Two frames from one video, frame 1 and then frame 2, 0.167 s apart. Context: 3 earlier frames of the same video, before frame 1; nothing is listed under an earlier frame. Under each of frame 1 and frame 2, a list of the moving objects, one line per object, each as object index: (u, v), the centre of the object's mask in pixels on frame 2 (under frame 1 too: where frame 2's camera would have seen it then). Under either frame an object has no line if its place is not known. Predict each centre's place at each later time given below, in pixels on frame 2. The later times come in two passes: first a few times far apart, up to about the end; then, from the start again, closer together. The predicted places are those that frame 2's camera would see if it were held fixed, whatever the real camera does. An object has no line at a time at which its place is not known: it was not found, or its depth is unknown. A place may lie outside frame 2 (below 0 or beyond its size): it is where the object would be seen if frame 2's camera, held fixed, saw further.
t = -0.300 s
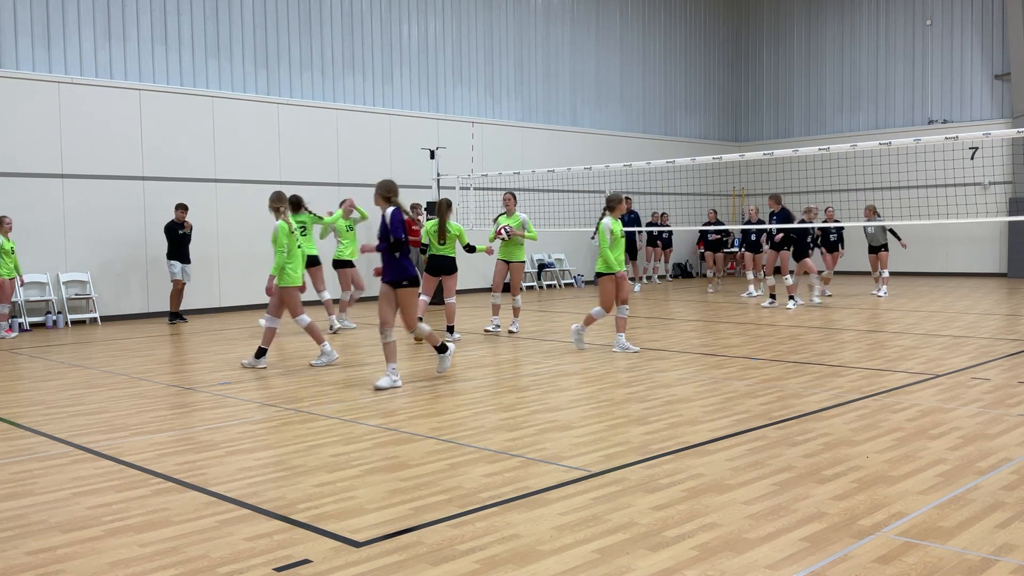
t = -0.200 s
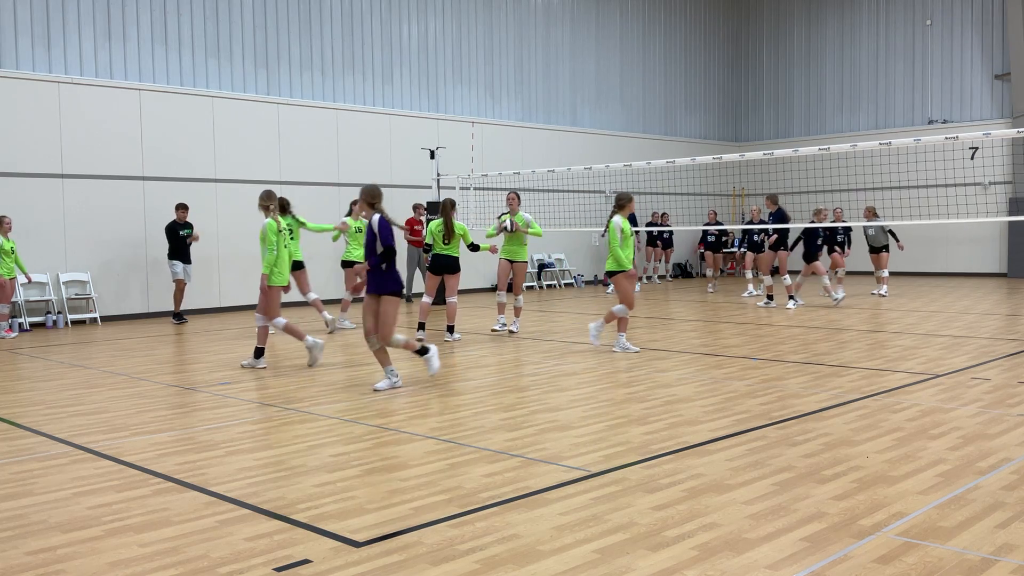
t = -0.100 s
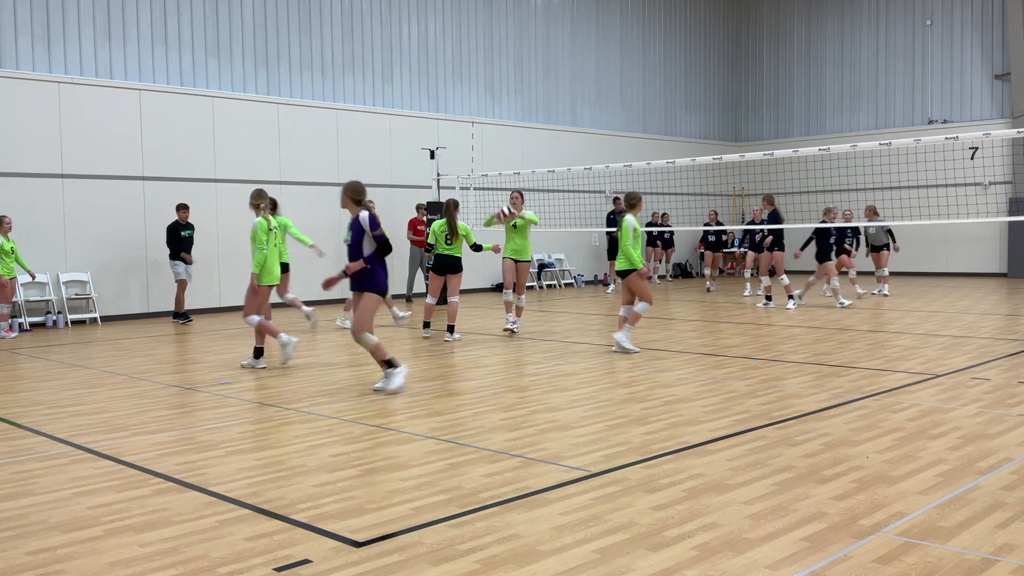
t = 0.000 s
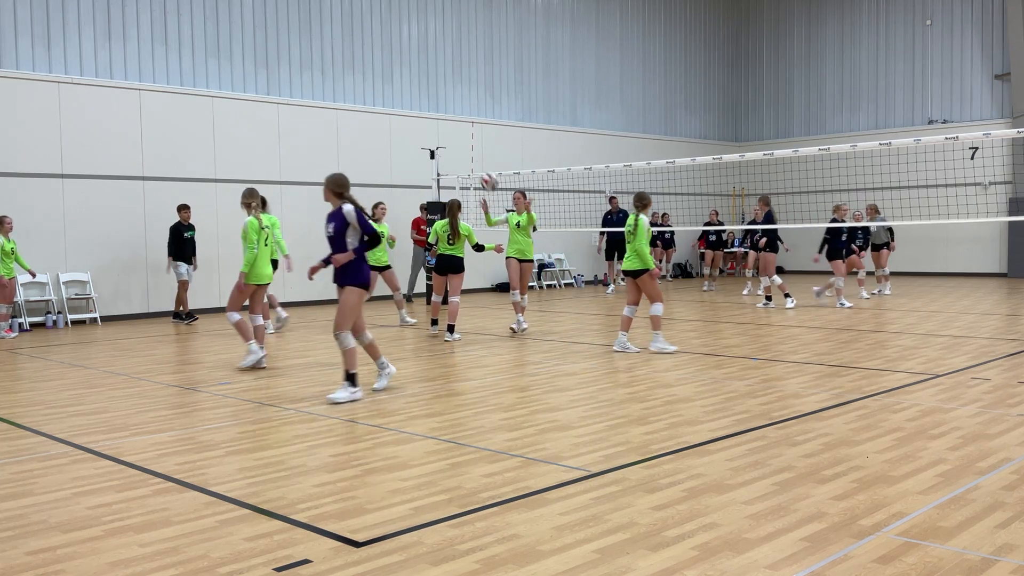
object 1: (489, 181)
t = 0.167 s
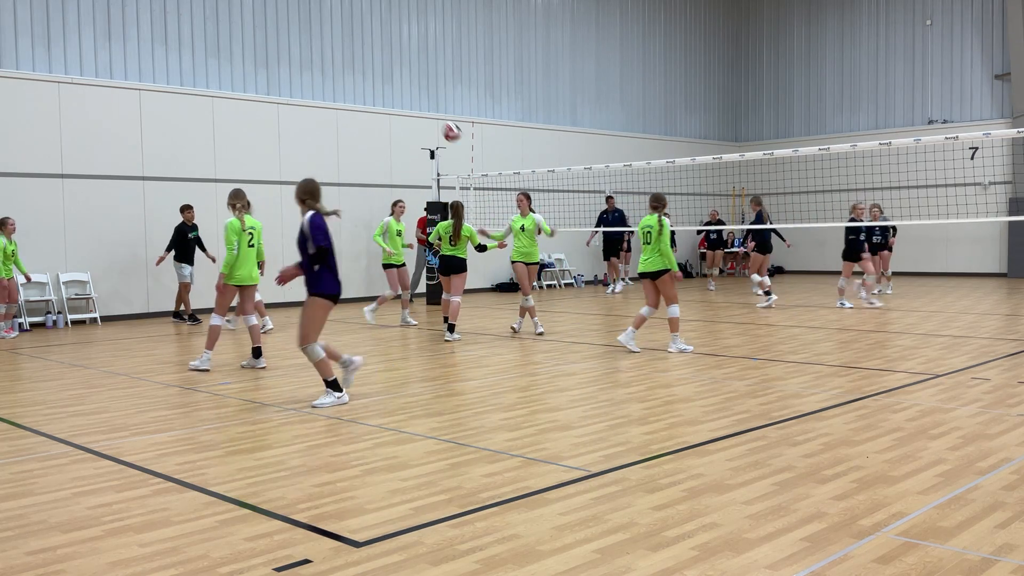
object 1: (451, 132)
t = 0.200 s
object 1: (443, 124)
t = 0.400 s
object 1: (393, 97)
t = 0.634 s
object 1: (326, 114)
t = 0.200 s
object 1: (443, 124)
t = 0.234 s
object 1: (435, 118)
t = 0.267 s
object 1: (427, 111)
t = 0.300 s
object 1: (418, 106)
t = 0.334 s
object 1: (410, 102)
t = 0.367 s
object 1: (402, 99)
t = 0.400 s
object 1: (393, 97)
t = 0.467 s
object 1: (375, 96)
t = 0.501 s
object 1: (365, 97)
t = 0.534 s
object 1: (356, 99)
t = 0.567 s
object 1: (346, 103)
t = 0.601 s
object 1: (336, 108)
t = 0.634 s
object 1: (326, 114)
